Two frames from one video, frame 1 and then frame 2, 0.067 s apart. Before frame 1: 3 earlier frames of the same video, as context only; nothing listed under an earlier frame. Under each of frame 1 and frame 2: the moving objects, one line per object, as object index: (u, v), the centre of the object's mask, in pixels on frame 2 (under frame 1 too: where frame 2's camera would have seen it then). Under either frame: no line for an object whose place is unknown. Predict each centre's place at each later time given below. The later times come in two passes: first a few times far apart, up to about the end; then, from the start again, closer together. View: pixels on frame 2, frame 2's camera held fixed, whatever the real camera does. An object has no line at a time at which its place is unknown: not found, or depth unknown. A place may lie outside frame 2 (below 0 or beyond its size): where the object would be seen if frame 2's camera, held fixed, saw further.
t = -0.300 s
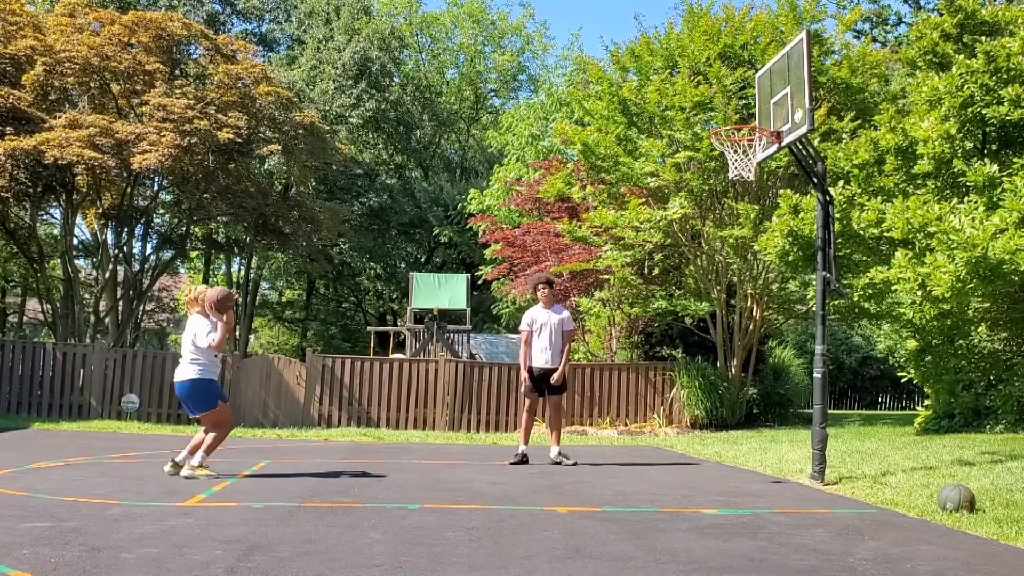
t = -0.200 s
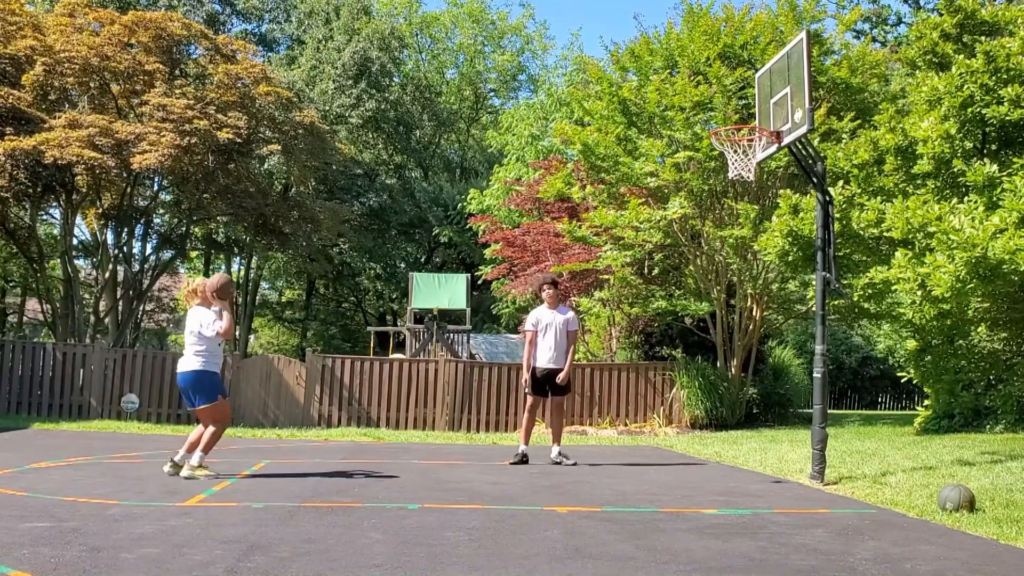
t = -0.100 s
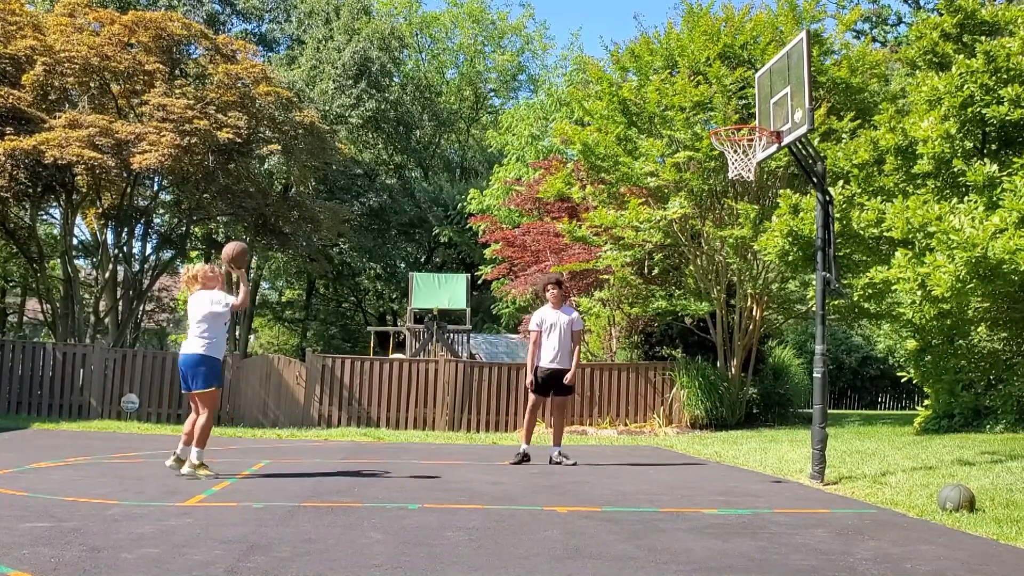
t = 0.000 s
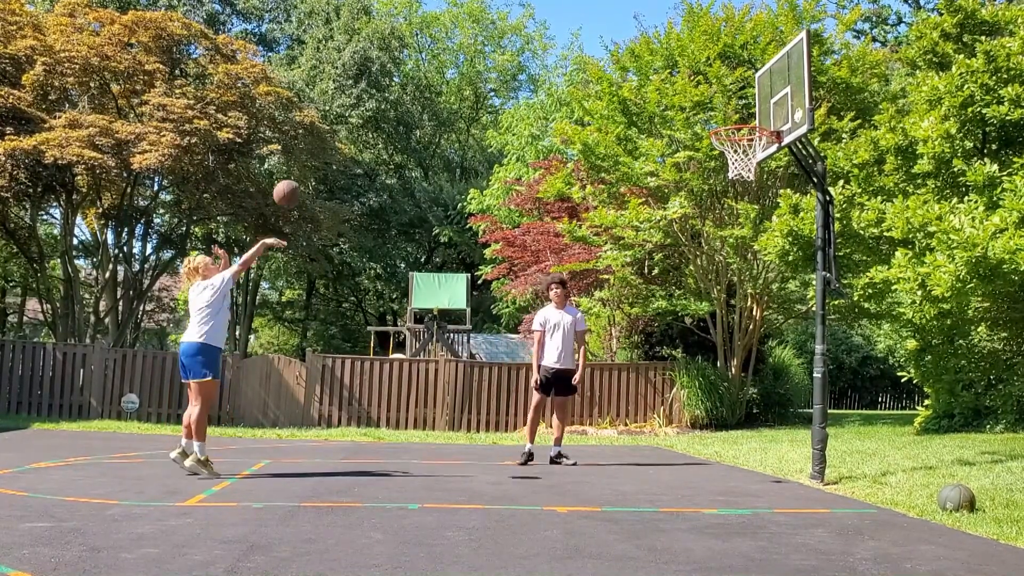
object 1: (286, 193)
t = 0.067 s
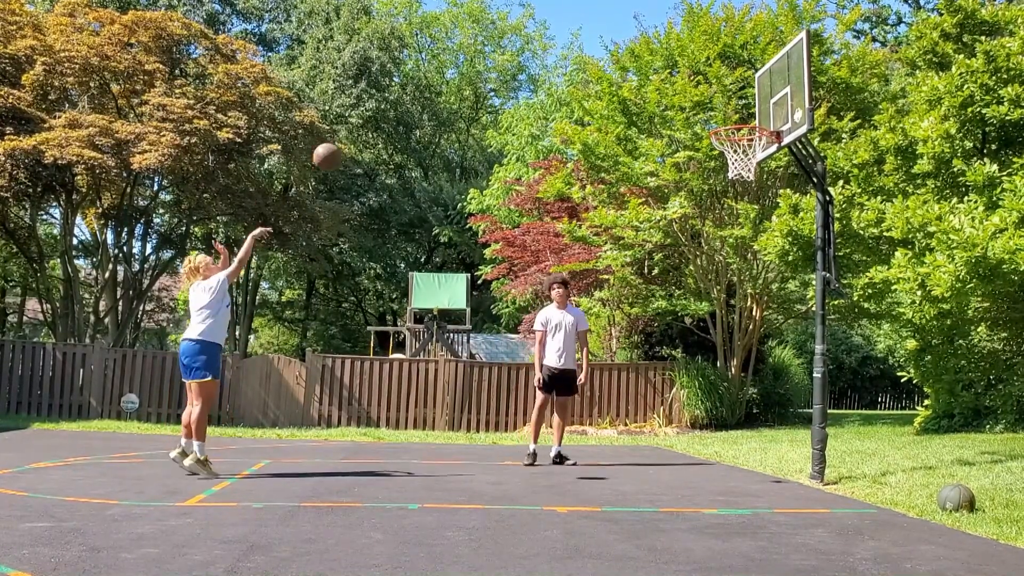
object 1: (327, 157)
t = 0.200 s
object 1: (403, 99)
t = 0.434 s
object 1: (527, 51)
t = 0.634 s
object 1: (627, 57)
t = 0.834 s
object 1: (722, 106)
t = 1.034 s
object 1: (716, 141)
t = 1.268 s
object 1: (732, 155)
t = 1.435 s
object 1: (745, 195)
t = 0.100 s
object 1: (346, 140)
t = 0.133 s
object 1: (365, 125)
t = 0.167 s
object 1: (384, 111)
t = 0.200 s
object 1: (403, 99)
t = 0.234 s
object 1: (421, 88)
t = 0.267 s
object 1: (439, 80)
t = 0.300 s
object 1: (456, 71)
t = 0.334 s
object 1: (474, 63)
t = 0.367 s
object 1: (492, 58)
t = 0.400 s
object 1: (510, 54)
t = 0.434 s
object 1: (527, 51)
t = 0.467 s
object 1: (544, 49)
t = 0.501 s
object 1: (561, 48)
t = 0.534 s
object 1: (578, 49)
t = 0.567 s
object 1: (594, 50)
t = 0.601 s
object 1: (611, 53)
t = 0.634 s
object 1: (627, 57)
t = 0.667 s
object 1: (644, 63)
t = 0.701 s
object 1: (661, 69)
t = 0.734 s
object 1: (676, 76)
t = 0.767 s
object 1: (692, 85)
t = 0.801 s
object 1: (707, 96)
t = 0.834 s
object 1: (722, 106)
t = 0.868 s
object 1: (739, 116)
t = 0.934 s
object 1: (740, 139)
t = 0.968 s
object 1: (726, 145)
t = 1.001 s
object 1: (713, 143)
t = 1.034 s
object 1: (716, 141)
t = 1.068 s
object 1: (716, 141)
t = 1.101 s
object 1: (718, 142)
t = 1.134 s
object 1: (721, 144)
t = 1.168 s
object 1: (722, 146)
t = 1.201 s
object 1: (725, 149)
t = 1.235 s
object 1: (727, 149)
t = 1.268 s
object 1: (732, 155)
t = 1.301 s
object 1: (730, 164)
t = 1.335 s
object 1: (738, 177)
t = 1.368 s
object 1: (739, 180)
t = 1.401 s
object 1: (742, 186)
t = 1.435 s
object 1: (745, 195)
